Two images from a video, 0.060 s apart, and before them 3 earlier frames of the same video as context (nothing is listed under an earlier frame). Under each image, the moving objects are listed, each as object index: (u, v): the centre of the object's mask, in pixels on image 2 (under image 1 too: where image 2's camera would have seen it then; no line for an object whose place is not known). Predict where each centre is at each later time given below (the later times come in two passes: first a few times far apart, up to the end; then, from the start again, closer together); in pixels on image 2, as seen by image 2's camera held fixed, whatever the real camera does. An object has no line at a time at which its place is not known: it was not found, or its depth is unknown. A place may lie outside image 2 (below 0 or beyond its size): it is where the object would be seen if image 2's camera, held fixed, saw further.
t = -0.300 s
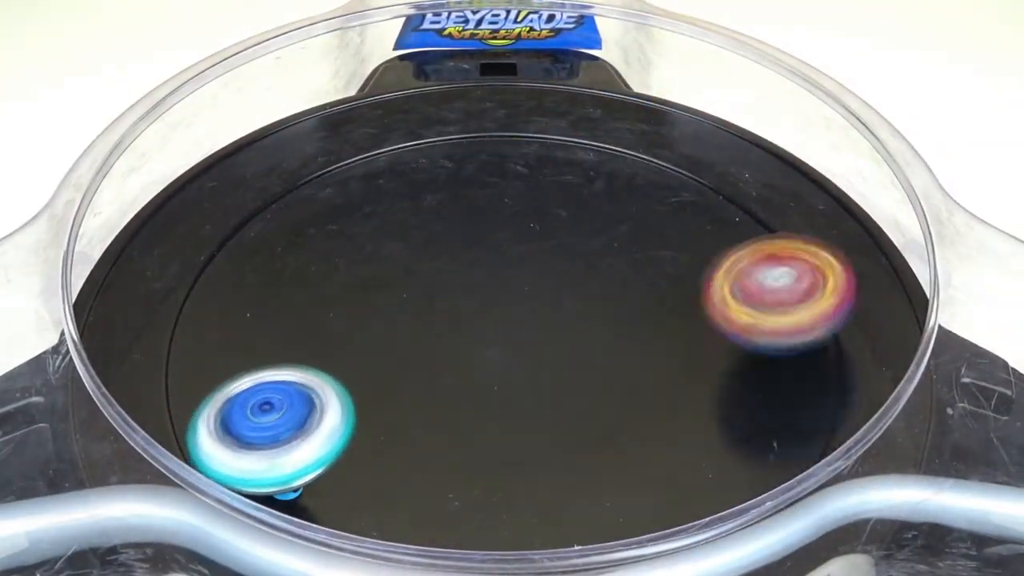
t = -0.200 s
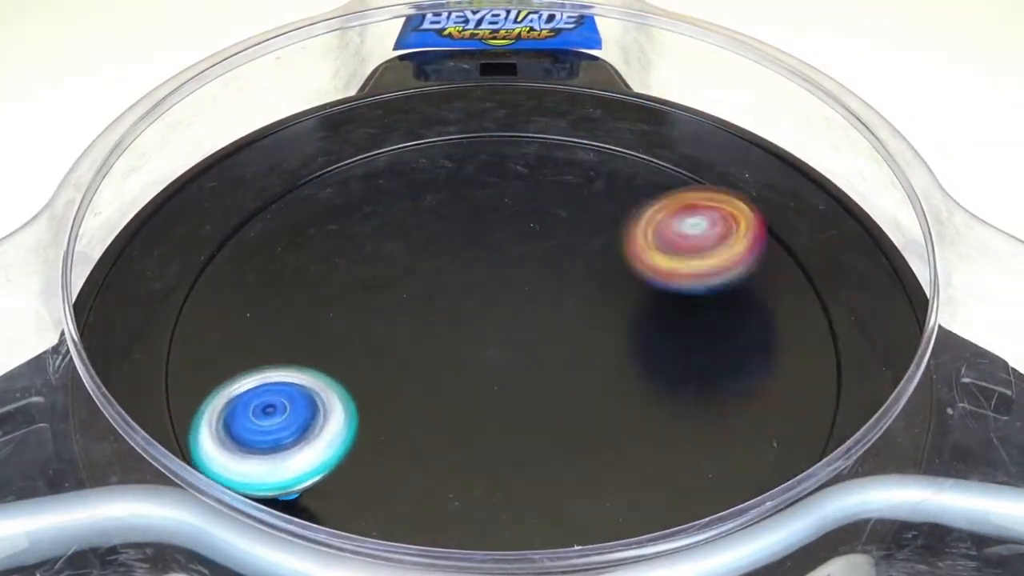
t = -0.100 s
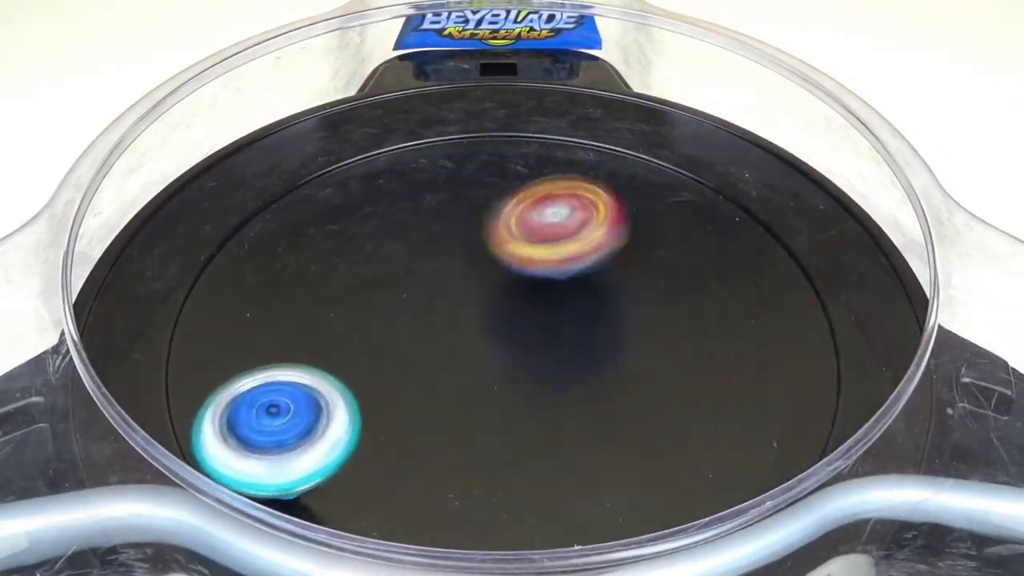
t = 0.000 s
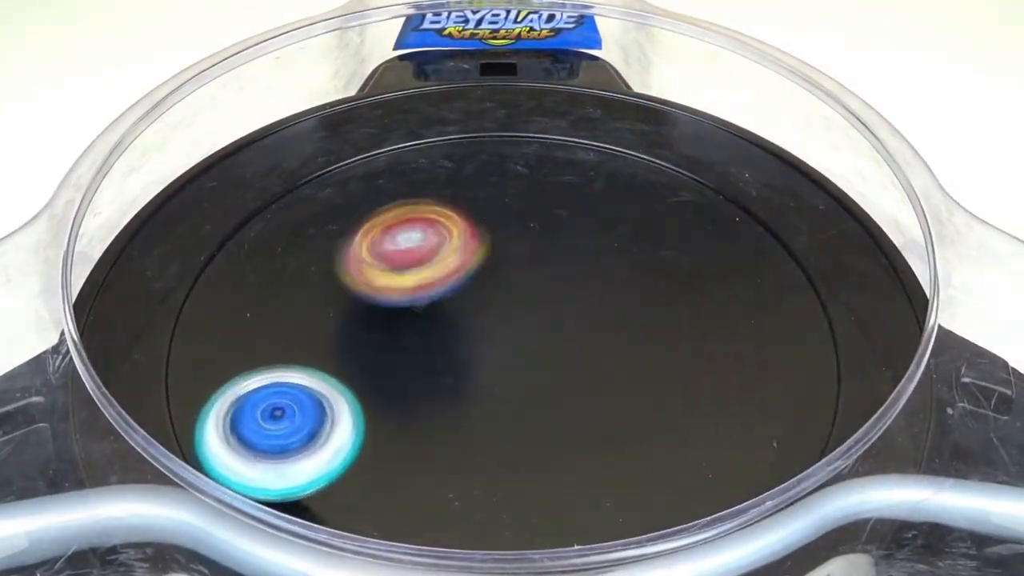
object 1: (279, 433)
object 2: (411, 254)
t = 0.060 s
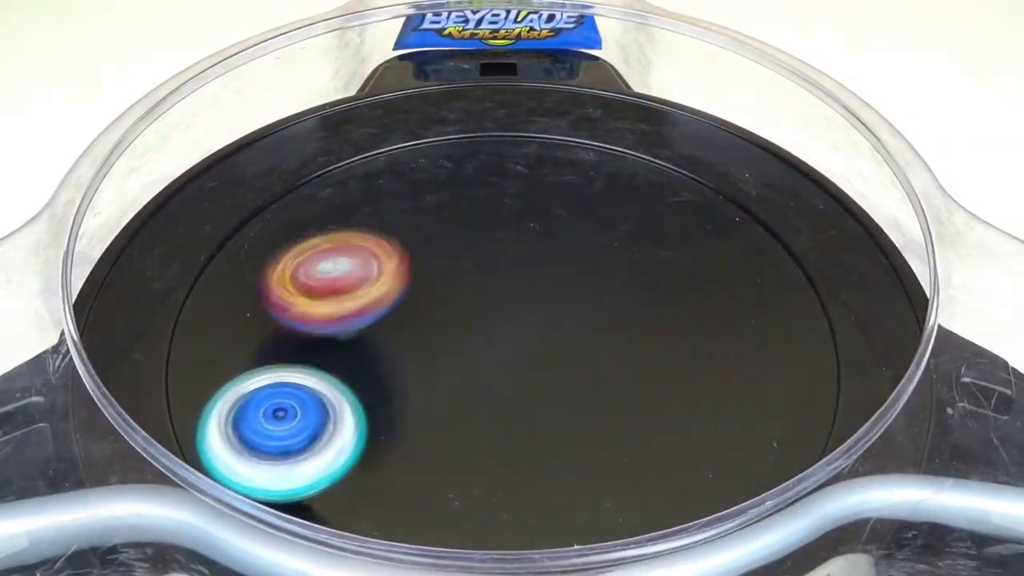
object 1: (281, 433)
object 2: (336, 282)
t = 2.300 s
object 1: (352, 478)
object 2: (606, 355)
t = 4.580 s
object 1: (339, 457)
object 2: (558, 393)
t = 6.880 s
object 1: (381, 486)
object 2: (635, 312)
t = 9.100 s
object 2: (589, 259)
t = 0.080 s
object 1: (282, 433)
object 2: (313, 295)
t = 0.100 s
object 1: (282, 434)
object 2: (293, 308)
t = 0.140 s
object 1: (283, 442)
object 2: (265, 322)
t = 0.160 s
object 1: (287, 443)
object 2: (259, 320)
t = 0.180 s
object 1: (295, 450)
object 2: (253, 322)
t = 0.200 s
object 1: (302, 454)
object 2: (251, 320)
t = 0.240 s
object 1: (301, 453)
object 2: (253, 323)
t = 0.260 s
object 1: (302, 453)
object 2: (257, 327)
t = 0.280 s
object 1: (303, 453)
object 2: (263, 330)
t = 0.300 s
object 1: (304, 454)
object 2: (271, 337)
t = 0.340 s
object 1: (304, 459)
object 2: (294, 343)
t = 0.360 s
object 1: (306, 460)
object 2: (310, 336)
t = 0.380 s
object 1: (315, 464)
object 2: (326, 329)
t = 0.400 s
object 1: (322, 469)
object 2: (342, 321)
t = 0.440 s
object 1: (317, 468)
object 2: (371, 307)
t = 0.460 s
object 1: (319, 467)
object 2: (384, 301)
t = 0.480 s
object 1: (323, 468)
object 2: (397, 294)
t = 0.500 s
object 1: (325, 469)
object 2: (408, 287)
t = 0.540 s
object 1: (324, 468)
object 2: (429, 274)
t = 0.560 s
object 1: (326, 468)
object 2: (438, 266)
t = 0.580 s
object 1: (327, 469)
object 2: (446, 259)
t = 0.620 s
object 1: (326, 469)
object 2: (458, 247)
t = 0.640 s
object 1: (327, 469)
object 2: (463, 240)
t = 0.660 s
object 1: (329, 469)
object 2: (466, 234)
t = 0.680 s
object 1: (328, 470)
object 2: (469, 229)
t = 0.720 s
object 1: (328, 469)
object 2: (470, 218)
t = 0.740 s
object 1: (330, 470)
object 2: (469, 213)
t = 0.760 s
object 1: (331, 470)
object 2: (467, 208)
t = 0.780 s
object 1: (330, 470)
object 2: (464, 203)
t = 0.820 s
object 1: (331, 470)
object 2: (455, 196)
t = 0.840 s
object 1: (332, 470)
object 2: (449, 195)
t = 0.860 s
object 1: (332, 470)
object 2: (443, 194)
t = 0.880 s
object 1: (332, 470)
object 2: (435, 193)
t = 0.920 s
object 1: (334, 471)
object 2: (423, 194)
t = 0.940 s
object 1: (333, 471)
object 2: (418, 196)
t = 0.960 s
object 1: (334, 471)
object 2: (414, 198)
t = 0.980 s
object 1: (335, 471)
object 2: (411, 201)
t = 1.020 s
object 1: (336, 471)
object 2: (409, 211)
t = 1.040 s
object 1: (336, 471)
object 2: (411, 219)
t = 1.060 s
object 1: (336, 472)
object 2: (414, 228)
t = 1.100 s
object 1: (337, 472)
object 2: (427, 243)
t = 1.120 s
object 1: (338, 472)
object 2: (435, 252)
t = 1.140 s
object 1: (338, 473)
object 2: (444, 259)
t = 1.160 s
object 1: (338, 472)
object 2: (455, 266)
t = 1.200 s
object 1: (339, 473)
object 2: (479, 278)
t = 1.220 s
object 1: (340, 473)
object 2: (491, 282)
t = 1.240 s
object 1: (341, 473)
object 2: (503, 285)
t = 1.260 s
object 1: (340, 473)
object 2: (516, 288)
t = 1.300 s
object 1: (342, 474)
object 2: (544, 291)
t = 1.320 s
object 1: (342, 474)
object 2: (557, 290)
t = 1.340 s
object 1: (343, 474)
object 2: (569, 289)
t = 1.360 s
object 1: (343, 474)
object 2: (580, 287)
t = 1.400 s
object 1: (344, 474)
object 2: (596, 281)
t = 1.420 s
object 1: (345, 474)
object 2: (602, 278)
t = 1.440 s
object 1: (345, 474)
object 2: (606, 274)
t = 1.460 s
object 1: (346, 474)
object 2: (610, 271)
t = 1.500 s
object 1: (347, 475)
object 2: (615, 263)
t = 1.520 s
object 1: (348, 475)
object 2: (618, 259)
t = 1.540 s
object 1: (348, 475)
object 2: (621, 256)
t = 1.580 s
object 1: (350, 475)
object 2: (625, 251)
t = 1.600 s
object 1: (350, 475)
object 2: (626, 251)
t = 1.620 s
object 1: (350, 475)
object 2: (626, 251)
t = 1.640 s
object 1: (351, 475)
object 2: (626, 252)
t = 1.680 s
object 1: (351, 476)
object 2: (621, 256)
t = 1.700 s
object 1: (352, 476)
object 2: (617, 259)
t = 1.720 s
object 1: (352, 476)
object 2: (612, 262)
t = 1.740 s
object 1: (352, 476)
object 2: (608, 266)
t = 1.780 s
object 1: (352, 476)
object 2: (599, 275)
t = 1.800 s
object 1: (353, 476)
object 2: (594, 280)
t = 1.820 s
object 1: (354, 476)
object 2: (590, 285)
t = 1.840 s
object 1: (354, 477)
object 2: (587, 290)
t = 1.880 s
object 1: (354, 476)
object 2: (582, 303)
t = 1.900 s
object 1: (354, 477)
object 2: (581, 310)
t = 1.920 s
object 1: (354, 477)
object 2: (581, 317)
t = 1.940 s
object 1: (354, 477)
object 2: (583, 324)
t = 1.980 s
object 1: (353, 477)
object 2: (588, 338)
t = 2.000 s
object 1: (354, 477)
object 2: (592, 345)
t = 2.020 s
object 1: (355, 477)
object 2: (596, 350)
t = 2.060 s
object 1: (354, 478)
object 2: (603, 359)
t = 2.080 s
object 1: (354, 477)
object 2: (606, 361)
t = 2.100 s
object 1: (354, 478)
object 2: (610, 363)
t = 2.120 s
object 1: (354, 478)
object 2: (614, 364)
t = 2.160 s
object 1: (355, 478)
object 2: (617, 366)
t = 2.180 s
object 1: (353, 478)
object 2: (619, 366)
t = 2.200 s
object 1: (353, 478)
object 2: (619, 365)
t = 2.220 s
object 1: (354, 478)
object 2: (618, 365)
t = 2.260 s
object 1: (353, 478)
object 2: (615, 361)
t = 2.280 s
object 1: (352, 478)
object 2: (611, 359)
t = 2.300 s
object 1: (352, 478)
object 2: (606, 355)
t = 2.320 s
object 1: (352, 478)
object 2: (601, 351)
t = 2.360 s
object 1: (351, 478)
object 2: (586, 345)
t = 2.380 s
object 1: (351, 478)
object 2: (578, 343)
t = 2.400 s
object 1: (350, 479)
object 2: (568, 341)
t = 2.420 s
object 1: (349, 479)
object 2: (557, 340)
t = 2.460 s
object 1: (349, 478)
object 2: (534, 340)
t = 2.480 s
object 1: (349, 478)
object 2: (522, 340)
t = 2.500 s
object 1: (349, 478)
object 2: (510, 339)
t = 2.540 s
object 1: (348, 479)
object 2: (485, 343)
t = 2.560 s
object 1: (346, 479)
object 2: (475, 347)
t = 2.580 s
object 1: (346, 478)
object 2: (465, 350)
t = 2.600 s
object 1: (347, 477)
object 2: (456, 355)
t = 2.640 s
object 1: (347, 479)
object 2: (442, 363)
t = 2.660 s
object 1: (346, 479)
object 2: (436, 366)
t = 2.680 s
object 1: (345, 479)
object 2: (431, 369)
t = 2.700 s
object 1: (343, 478)
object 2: (429, 372)
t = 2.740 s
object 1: (345, 477)
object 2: (429, 379)
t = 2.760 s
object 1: (346, 478)
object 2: (430, 382)
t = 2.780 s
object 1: (344, 479)
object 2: (432, 385)
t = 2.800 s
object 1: (341, 478)
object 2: (434, 386)
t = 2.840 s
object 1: (342, 476)
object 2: (442, 383)
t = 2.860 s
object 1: (343, 477)
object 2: (446, 383)
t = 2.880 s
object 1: (342, 477)
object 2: (450, 382)
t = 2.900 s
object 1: (341, 478)
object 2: (456, 381)
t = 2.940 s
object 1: (337, 476)
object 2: (468, 373)
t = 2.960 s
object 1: (339, 475)
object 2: (474, 367)
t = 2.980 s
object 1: (340, 475)
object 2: (479, 361)
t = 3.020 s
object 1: (339, 477)
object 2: (487, 348)
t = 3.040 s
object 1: (336, 476)
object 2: (490, 341)
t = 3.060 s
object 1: (335, 474)
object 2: (492, 332)
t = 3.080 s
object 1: (338, 474)
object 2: (490, 324)
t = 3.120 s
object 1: (338, 476)
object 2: (485, 307)
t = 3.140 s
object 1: (335, 475)
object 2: (482, 299)
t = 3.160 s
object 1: (333, 474)
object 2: (477, 291)
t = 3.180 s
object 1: (334, 472)
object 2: (472, 285)
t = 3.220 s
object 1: (336, 473)
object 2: (458, 270)
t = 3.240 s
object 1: (335, 473)
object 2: (451, 265)
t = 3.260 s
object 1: (333, 473)
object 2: (444, 262)
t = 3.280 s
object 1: (331, 472)
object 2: (436, 259)
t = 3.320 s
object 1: (333, 471)
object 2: (421, 256)
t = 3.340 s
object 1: (334, 471)
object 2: (413, 254)
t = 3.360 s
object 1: (334, 472)
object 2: (406, 254)
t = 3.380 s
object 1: (332, 472)
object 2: (401, 256)
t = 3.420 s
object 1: (330, 469)
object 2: (392, 262)
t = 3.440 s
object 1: (332, 469)
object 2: (388, 266)
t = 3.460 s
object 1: (333, 470)
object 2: (387, 270)
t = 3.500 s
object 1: (329, 469)
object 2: (386, 281)
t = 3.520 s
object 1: (328, 467)
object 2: (389, 288)
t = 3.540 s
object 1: (330, 467)
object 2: (395, 294)
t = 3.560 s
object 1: (332, 467)
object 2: (400, 299)
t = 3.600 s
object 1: (329, 468)
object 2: (418, 309)
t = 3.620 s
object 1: (327, 466)
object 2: (430, 314)
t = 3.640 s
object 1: (328, 465)
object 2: (444, 318)
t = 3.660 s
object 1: (330, 465)
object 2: (456, 319)
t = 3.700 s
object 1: (330, 465)
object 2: (484, 320)
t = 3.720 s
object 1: (329, 465)
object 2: (498, 319)
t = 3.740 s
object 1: (328, 464)
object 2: (513, 317)
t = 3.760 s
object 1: (328, 463)
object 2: (527, 313)
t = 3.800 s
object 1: (330, 463)
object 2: (549, 302)
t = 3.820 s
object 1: (330, 464)
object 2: (559, 297)
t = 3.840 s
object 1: (329, 464)
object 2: (569, 292)
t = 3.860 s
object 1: (328, 463)
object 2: (577, 284)
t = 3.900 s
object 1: (329, 461)
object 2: (587, 270)
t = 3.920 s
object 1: (330, 461)
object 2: (591, 263)
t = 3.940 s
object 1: (330, 462)
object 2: (593, 257)
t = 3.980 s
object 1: (329, 461)
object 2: (589, 243)
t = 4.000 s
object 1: (328, 461)
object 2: (586, 238)
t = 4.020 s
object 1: (330, 460)
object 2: (581, 233)
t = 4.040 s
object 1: (330, 460)
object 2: (574, 228)
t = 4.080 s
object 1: (331, 461)
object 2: (558, 219)
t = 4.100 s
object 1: (330, 460)
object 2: (549, 217)
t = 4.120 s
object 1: (330, 460)
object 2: (540, 217)
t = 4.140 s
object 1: (331, 459)
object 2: (530, 219)
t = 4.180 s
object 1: (332, 460)
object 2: (509, 222)
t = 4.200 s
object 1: (332, 460)
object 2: (499, 228)
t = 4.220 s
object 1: (331, 459)
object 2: (491, 234)
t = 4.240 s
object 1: (332, 459)
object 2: (481, 242)
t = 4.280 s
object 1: (334, 458)
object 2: (466, 258)
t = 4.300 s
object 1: (334, 458)
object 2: (461, 269)
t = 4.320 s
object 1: (334, 458)
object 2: (459, 281)
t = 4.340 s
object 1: (334, 459)
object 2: (457, 292)
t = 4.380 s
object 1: (334, 458)
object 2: (457, 312)
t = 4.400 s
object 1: (335, 458)
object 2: (460, 326)
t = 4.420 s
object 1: (336, 458)
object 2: (467, 336)
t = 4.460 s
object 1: (337, 458)
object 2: (481, 354)
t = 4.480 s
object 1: (336, 458)
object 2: (490, 363)
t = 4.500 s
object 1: (337, 458)
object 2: (504, 373)
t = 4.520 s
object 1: (337, 457)
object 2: (516, 379)
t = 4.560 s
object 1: (338, 457)
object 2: (543, 388)
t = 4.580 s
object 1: (339, 457)
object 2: (558, 393)
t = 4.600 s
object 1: (340, 458)
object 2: (576, 393)
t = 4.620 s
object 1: (339, 458)
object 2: (588, 393)
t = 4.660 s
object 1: (342, 457)
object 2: (618, 389)
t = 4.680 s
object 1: (342, 458)
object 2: (633, 383)
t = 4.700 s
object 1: (341, 458)
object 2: (640, 377)
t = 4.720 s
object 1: (341, 457)
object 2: (651, 368)
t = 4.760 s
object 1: (345, 458)
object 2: (665, 351)
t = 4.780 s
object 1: (345, 458)
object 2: (667, 340)
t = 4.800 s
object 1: (344, 458)
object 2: (668, 329)
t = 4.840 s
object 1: (345, 459)
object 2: (662, 308)
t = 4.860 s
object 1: (346, 458)
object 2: (655, 297)
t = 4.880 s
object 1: (346, 458)
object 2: (646, 287)
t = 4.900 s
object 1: (347, 458)
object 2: (634, 278)
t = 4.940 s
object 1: (350, 459)
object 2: (607, 263)
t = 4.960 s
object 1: (350, 459)
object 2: (591, 258)
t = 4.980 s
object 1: (350, 459)
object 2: (574, 254)
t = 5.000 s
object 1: (351, 459)
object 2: (557, 251)
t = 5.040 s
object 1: (352, 459)
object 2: (520, 247)
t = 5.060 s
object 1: (352, 459)
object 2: (503, 246)
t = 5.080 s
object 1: (353, 459)
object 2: (485, 248)
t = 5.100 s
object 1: (353, 459)
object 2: (468, 248)
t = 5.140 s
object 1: (356, 459)
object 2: (434, 256)
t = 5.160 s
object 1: (356, 460)
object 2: (418, 261)
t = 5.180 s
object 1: (357, 460)
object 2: (404, 265)
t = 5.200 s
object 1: (358, 461)
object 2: (391, 272)
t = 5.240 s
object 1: (359, 461)
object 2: (369, 288)
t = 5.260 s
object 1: (359, 461)
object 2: (358, 295)
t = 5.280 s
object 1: (360, 461)
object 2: (350, 306)
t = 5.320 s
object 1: (361, 461)
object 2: (337, 326)
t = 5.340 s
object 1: (361, 461)
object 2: (332, 335)
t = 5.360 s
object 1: (362, 462)
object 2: (332, 344)
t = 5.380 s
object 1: (363, 463)
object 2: (332, 351)
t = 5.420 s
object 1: (356, 474)
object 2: (359, 358)
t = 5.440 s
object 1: (357, 486)
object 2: (375, 365)
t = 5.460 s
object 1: (356, 487)
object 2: (391, 368)
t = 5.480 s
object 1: (353, 482)
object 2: (410, 371)
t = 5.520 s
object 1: (353, 479)
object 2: (449, 374)
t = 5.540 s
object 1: (358, 478)
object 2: (468, 378)
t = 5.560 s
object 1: (361, 480)
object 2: (488, 376)
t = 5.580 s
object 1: (360, 480)
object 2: (509, 374)
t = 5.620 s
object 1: (360, 480)
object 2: (544, 366)
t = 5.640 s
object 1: (361, 479)
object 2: (563, 359)
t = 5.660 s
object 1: (363, 480)
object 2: (579, 354)
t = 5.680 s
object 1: (363, 481)
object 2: (589, 345)
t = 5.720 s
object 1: (363, 480)
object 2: (614, 327)
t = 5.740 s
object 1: (364, 480)
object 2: (619, 317)
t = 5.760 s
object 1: (366, 481)
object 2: (626, 306)
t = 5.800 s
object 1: (365, 481)
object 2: (633, 287)
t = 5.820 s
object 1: (366, 481)
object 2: (635, 277)
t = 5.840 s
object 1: (368, 481)
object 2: (635, 267)
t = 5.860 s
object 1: (368, 482)
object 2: (632, 258)
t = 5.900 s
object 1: (368, 481)
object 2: (623, 241)
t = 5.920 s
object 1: (369, 482)
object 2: (617, 234)
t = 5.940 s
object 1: (370, 482)
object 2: (609, 227)
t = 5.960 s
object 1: (370, 482)
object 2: (599, 221)
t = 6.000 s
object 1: (371, 482)
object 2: (578, 212)
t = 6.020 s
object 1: (371, 482)
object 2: (565, 208)
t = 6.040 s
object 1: (371, 482)
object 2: (551, 206)
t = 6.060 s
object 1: (372, 482)
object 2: (538, 206)
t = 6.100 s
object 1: (372, 483)
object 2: (509, 210)
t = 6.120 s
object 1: (372, 483)
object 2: (494, 214)
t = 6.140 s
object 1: (373, 483)
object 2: (480, 217)
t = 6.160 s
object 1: (373, 483)
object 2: (468, 225)
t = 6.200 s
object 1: (374, 484)
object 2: (443, 240)
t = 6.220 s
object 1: (374, 484)
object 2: (435, 249)
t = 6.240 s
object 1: (374, 484)
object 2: (425, 258)
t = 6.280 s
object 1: (377, 484)
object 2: (412, 280)
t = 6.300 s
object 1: (377, 485)
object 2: (408, 290)
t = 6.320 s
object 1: (377, 485)
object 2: (405, 304)
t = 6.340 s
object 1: (378, 484)
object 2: (403, 316)
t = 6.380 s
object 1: (379, 485)
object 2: (408, 339)
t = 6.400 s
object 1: (380, 485)
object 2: (409, 351)
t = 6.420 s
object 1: (380, 486)
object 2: (415, 360)
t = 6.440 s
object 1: (380, 486)
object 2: (424, 368)
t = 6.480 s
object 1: (380, 485)
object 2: (444, 384)
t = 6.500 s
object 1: (380, 485)
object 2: (456, 391)
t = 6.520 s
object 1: (381, 485)
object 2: (471, 397)
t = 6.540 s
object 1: (381, 485)
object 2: (486, 406)
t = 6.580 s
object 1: (381, 486)
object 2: (509, 417)
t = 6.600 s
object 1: (381, 485)
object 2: (523, 420)
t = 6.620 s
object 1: (380, 486)
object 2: (540, 420)
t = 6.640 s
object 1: (381, 486)
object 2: (557, 421)
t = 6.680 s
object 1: (381, 486)
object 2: (586, 413)
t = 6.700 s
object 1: (381, 486)
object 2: (601, 407)
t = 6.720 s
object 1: (380, 487)
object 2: (613, 400)
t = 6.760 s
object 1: (381, 486)
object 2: (631, 381)
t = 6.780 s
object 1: (381, 486)
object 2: (638, 369)
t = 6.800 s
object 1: (381, 486)
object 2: (643, 359)
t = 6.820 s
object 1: (382, 486)
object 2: (644, 347)
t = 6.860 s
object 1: (381, 486)
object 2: (639, 323)
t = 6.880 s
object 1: (381, 486)
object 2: (635, 312)
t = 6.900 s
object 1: (380, 486)
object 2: (630, 302)
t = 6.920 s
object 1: (380, 486)
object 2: (621, 291)
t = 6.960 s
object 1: (379, 486)
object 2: (599, 273)
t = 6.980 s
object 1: (379, 486)
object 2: (588, 265)
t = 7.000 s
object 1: (379, 487)
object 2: (576, 259)
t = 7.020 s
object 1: (378, 487)
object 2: (562, 252)
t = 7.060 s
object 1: (377, 487)
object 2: (533, 242)
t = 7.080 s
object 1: (378, 486)
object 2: (519, 238)
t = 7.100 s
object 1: (378, 486)
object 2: (506, 236)
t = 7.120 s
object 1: (378, 486)
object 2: (491, 233)
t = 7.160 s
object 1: (376, 487)
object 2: (463, 232)
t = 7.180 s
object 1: (374, 486)
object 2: (449, 232)
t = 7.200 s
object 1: (373, 485)
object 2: (437, 234)
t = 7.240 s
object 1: (376, 485)
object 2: (413, 239)
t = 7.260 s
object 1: (376, 487)
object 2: (401, 243)
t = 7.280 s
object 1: (375, 487)
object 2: (390, 248)
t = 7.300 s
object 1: (373, 486)
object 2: (381, 253)
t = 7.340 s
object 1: (373, 483)
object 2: (366, 267)
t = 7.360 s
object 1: (375, 483)
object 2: (358, 275)
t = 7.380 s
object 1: (377, 485)
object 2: (352, 285)
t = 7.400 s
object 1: (376, 485)
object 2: (349, 293)
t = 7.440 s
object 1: (372, 484)
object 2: (350, 315)
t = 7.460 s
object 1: (372, 483)
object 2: (351, 323)
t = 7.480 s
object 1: (374, 482)
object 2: (357, 335)
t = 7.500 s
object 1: (377, 483)
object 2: (363, 343)
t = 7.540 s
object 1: (375, 484)
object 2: (388, 359)
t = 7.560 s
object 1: (371, 483)
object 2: (402, 363)
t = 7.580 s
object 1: (370, 482)
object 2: (420, 370)
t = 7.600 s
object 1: (371, 481)
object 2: (434, 374)
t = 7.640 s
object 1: (375, 482)
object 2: (470, 381)
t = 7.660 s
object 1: (373, 483)
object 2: (489, 382)
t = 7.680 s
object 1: (371, 483)
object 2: (509, 381)
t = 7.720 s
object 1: (371, 479)
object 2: (545, 375)
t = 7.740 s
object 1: (373, 479)
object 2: (558, 369)
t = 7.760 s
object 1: (376, 480)
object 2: (574, 363)
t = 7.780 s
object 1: (374, 481)
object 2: (586, 356)
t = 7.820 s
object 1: (368, 479)
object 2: (611, 340)
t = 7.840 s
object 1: (370, 478)
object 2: (620, 330)
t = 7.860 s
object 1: (375, 477)
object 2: (629, 322)
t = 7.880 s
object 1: (378, 479)
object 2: (632, 312)
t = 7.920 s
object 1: (374, 479)
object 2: (639, 293)
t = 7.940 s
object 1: (371, 477)
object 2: (641, 283)
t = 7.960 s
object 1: (372, 476)
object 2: (642, 274)
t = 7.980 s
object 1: (375, 475)
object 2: (640, 265)
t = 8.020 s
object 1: (378, 478)
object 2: (631, 250)
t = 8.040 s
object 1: (376, 478)
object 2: (625, 243)
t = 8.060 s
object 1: (373, 476)
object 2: (616, 237)
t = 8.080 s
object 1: (373, 474)
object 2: (609, 231)
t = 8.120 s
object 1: (380, 474)
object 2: (588, 222)
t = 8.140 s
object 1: (380, 476)
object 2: (577, 218)
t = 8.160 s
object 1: (378, 476)
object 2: (564, 216)
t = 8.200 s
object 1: (375, 473)
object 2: (537, 214)
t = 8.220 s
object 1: (378, 471)
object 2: (525, 216)
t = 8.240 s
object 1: (382, 472)
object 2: (510, 219)
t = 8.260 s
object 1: (382, 474)
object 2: (497, 223)
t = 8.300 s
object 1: (377, 474)
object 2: (470, 234)
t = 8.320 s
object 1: (377, 472)
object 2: (459, 241)
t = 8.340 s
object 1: (380, 470)
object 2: (448, 248)
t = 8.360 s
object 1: (385, 471)
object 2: (439, 257)
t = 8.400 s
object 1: (382, 472)
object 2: (423, 277)
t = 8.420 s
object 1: (379, 472)
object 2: (416, 286)
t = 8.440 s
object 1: (380, 471)
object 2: (411, 298)
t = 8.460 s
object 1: (383, 469)
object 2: (407, 308)
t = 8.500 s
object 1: (388, 471)
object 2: (405, 329)
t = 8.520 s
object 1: (385, 471)
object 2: (406, 337)
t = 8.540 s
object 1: (382, 471)
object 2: (409, 346)
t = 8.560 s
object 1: (383, 470)
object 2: (412, 353)
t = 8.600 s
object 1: (381, 474)
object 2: (433, 363)
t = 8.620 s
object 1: (384, 477)
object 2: (448, 369)
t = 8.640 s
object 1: (386, 476)
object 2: (459, 372)
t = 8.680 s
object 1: (391, 475)
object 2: (486, 379)
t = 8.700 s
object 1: (393, 476)
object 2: (500, 383)
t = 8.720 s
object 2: (512, 384)
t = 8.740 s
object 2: (527, 385)
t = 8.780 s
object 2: (556, 380)
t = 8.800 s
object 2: (568, 375)
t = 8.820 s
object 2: (581, 370)
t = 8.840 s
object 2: (591, 364)
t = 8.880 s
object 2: (609, 349)
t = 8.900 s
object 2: (615, 341)
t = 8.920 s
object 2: (620, 332)
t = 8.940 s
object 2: (623, 323)
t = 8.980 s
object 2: (624, 304)
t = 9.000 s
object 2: (622, 296)
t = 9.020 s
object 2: (619, 287)
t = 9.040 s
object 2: (614, 279)
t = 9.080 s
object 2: (599, 265)
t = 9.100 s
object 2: (589, 259)
